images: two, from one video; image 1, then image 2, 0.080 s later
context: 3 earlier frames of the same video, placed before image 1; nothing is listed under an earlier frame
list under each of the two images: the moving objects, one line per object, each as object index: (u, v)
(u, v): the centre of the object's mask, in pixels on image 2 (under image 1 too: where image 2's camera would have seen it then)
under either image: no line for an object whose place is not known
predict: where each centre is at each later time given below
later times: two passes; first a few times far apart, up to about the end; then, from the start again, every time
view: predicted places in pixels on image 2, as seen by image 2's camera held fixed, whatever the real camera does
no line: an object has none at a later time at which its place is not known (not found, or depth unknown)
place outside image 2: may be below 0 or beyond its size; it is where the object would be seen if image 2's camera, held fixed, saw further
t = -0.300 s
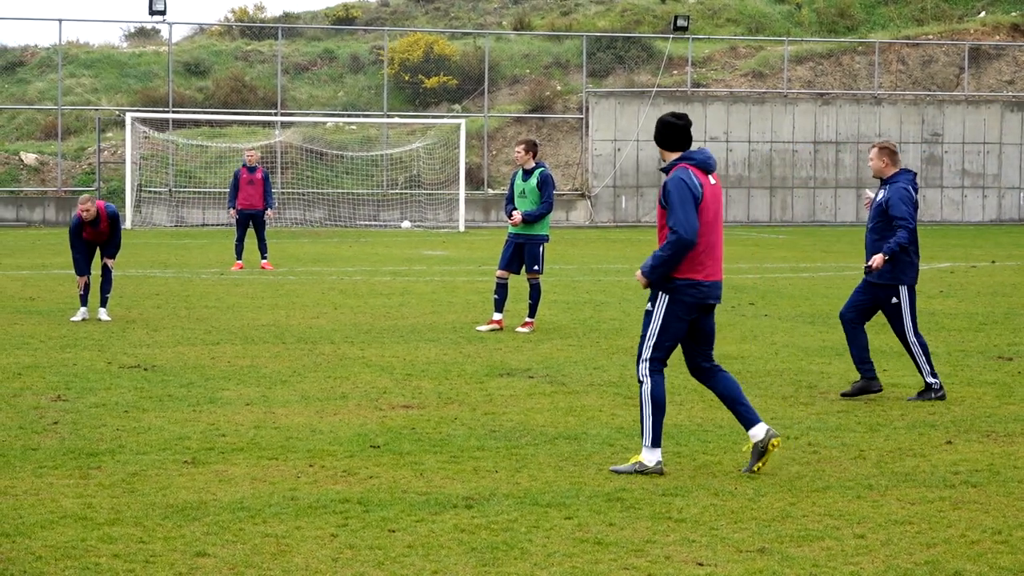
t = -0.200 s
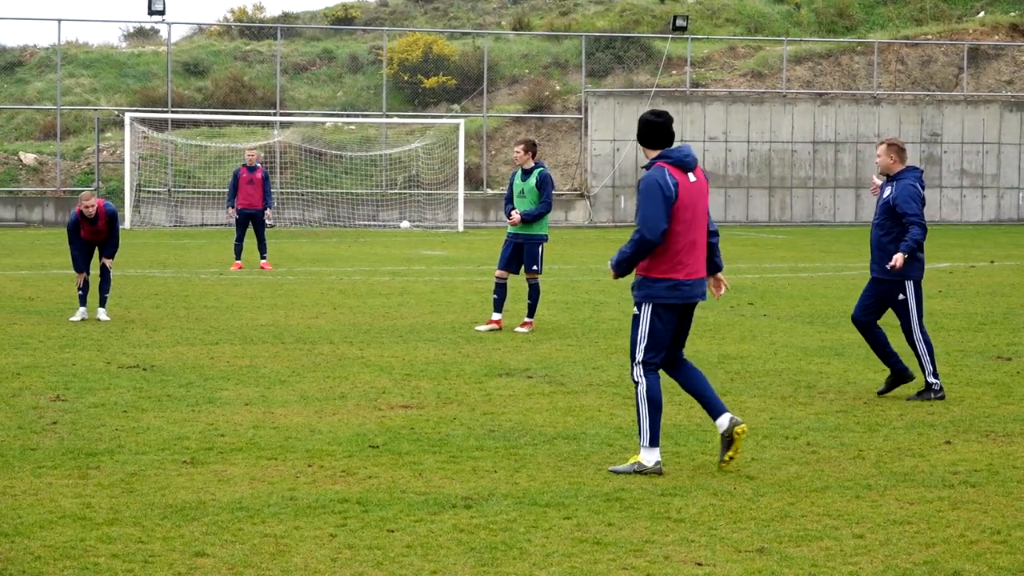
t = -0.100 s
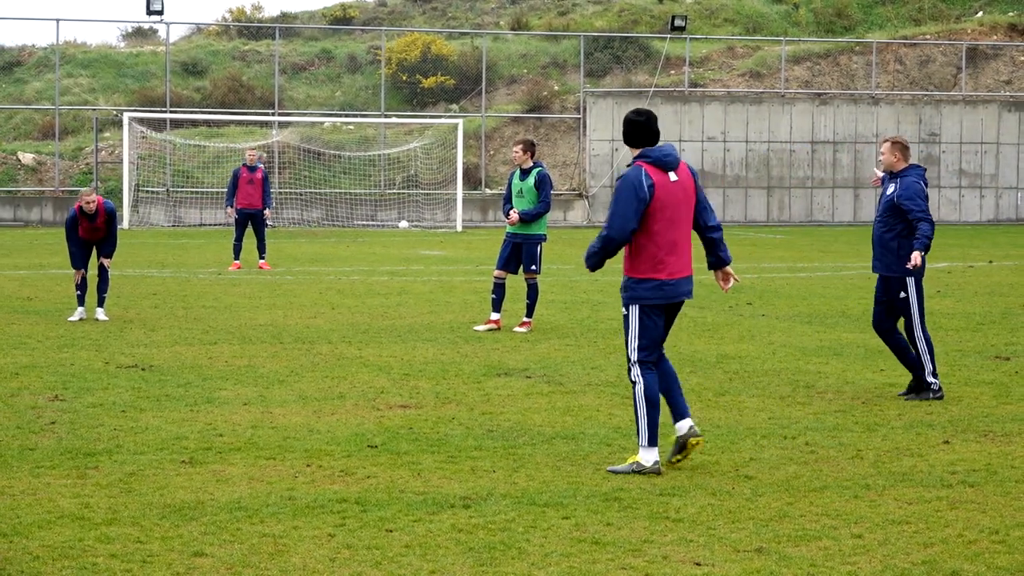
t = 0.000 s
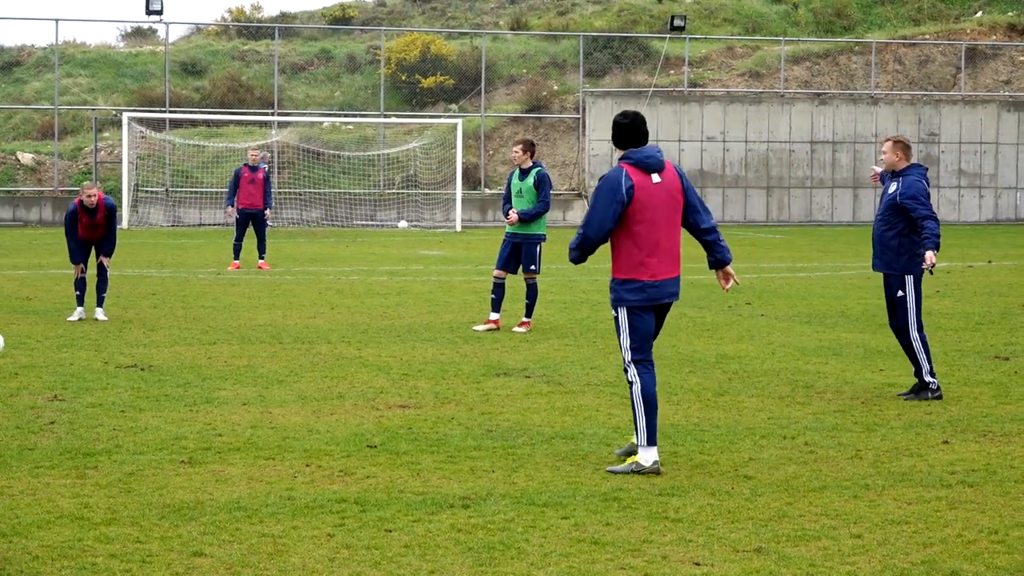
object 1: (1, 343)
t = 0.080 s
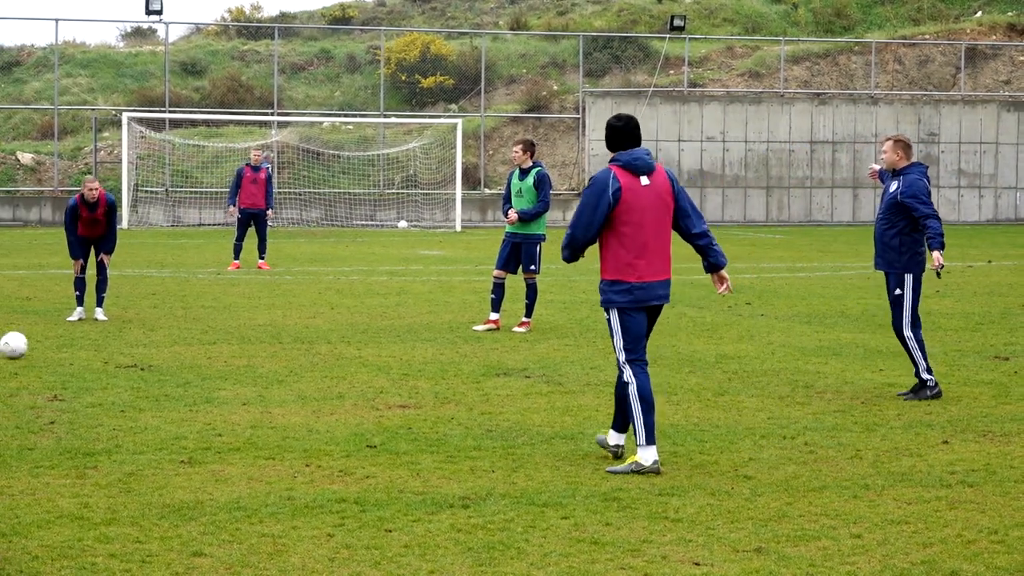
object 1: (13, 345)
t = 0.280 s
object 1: (73, 351)
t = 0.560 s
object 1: (153, 355)
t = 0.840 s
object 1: (230, 361)
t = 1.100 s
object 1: (301, 364)
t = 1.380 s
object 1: (374, 371)
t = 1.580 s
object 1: (427, 374)
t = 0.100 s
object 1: (20, 345)
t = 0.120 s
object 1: (26, 346)
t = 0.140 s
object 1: (32, 347)
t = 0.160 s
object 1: (38, 347)
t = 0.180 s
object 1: (44, 347)
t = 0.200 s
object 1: (49, 348)
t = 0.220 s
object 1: (55, 349)
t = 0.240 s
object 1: (61, 349)
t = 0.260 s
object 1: (67, 350)
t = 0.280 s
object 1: (73, 351)
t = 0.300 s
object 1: (79, 351)
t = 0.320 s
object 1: (85, 351)
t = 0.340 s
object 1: (91, 351)
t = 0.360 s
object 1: (97, 351)
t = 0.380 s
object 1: (102, 351)
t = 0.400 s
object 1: (108, 352)
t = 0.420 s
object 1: (114, 352)
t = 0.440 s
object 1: (120, 353)
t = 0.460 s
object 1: (126, 353)
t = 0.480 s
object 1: (131, 353)
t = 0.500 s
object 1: (136, 352)
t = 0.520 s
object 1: (142, 354)
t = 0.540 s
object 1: (147, 354)
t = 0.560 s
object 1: (153, 355)
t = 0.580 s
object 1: (158, 356)
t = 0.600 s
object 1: (164, 357)
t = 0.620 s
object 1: (169, 356)
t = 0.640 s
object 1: (175, 356)
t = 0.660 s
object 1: (180, 356)
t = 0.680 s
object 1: (186, 357)
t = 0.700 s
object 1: (191, 358)
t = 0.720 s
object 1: (197, 359)
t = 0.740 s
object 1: (202, 360)
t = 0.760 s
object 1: (208, 360)
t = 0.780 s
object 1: (213, 360)
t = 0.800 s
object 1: (219, 360)
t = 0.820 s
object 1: (224, 361)
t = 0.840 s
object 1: (230, 361)
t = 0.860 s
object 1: (235, 362)
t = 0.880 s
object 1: (241, 362)
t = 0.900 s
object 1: (247, 362)
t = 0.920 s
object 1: (252, 363)
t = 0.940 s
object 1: (258, 363)
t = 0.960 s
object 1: (263, 364)
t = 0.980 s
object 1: (269, 364)
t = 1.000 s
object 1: (274, 364)
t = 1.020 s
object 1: (280, 364)
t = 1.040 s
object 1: (285, 364)
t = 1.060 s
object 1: (290, 364)
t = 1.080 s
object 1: (295, 364)
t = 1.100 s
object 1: (301, 364)
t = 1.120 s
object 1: (306, 366)
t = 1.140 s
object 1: (312, 367)
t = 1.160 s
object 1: (317, 368)
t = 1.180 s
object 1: (322, 367)
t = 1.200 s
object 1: (328, 367)
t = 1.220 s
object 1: (333, 367)
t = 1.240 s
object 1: (339, 369)
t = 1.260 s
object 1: (344, 369)
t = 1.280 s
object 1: (349, 369)
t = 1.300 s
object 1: (354, 369)
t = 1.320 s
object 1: (359, 370)
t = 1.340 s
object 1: (363, 370)
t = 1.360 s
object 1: (369, 372)
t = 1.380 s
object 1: (374, 371)
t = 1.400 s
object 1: (379, 371)
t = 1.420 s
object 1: (385, 371)
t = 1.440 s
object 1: (390, 372)
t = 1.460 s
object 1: (396, 372)
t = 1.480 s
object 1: (401, 373)
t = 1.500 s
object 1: (406, 374)
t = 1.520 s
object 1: (412, 374)
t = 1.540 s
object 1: (417, 374)
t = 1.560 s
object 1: (422, 374)
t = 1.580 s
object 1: (427, 374)
